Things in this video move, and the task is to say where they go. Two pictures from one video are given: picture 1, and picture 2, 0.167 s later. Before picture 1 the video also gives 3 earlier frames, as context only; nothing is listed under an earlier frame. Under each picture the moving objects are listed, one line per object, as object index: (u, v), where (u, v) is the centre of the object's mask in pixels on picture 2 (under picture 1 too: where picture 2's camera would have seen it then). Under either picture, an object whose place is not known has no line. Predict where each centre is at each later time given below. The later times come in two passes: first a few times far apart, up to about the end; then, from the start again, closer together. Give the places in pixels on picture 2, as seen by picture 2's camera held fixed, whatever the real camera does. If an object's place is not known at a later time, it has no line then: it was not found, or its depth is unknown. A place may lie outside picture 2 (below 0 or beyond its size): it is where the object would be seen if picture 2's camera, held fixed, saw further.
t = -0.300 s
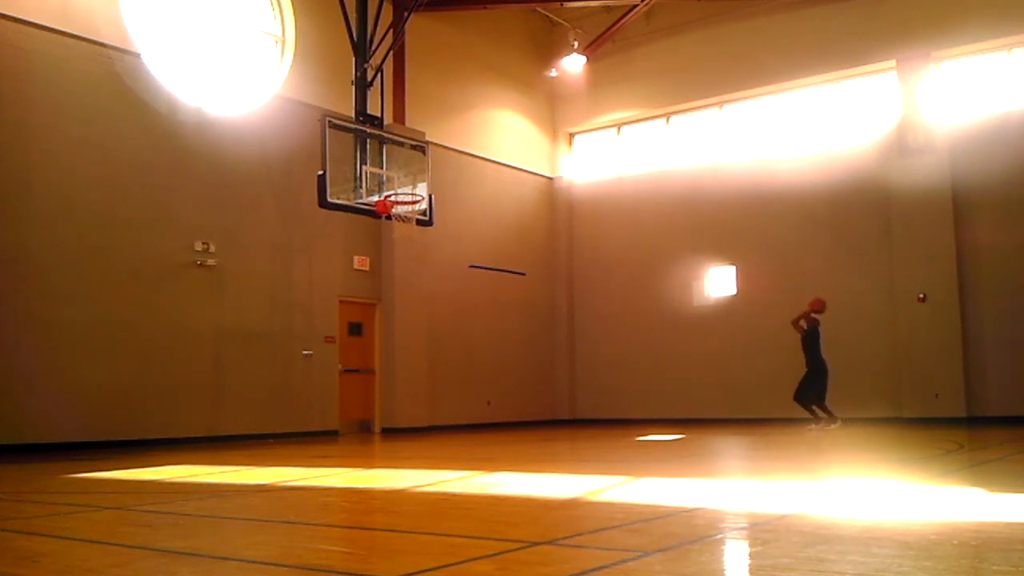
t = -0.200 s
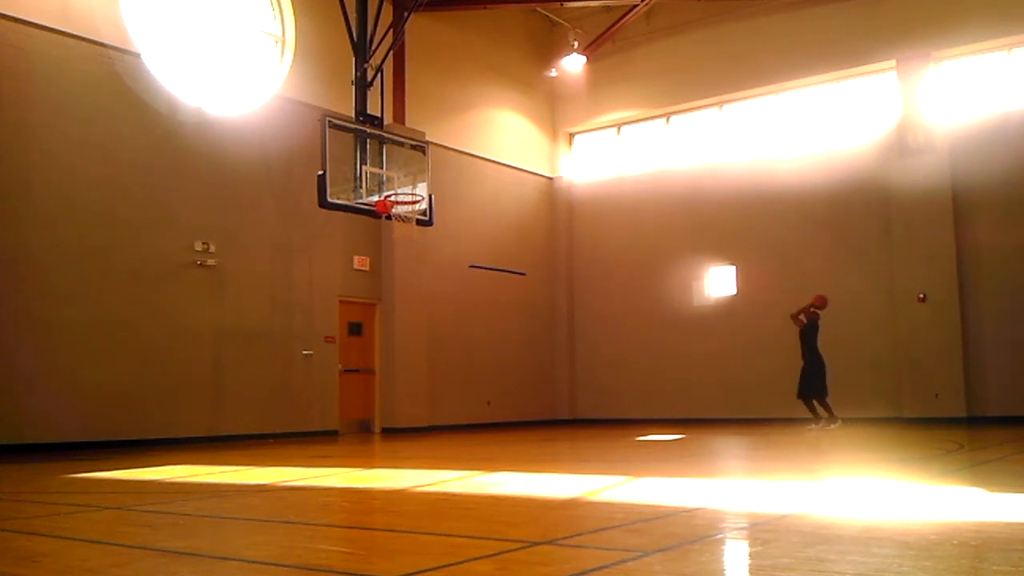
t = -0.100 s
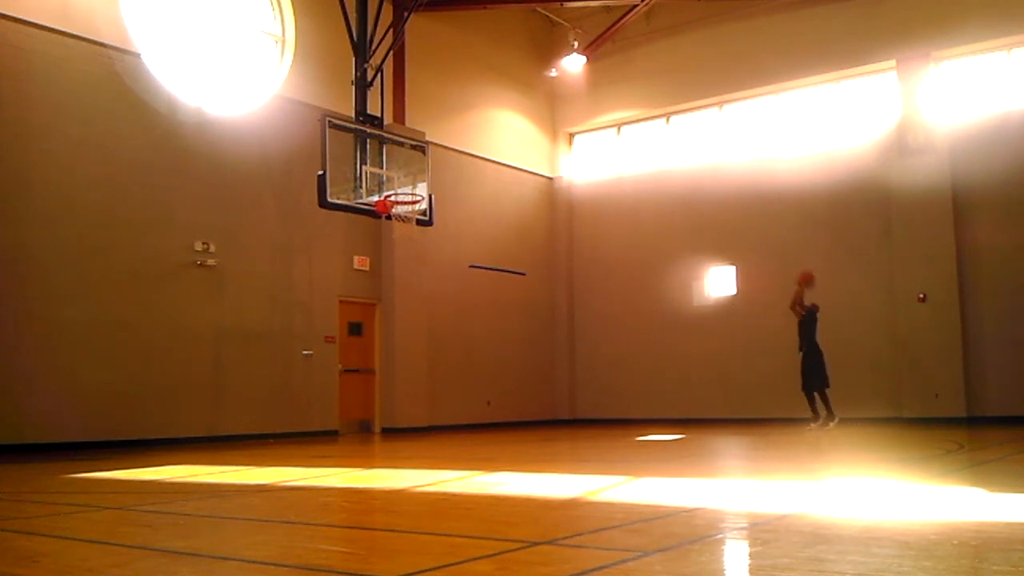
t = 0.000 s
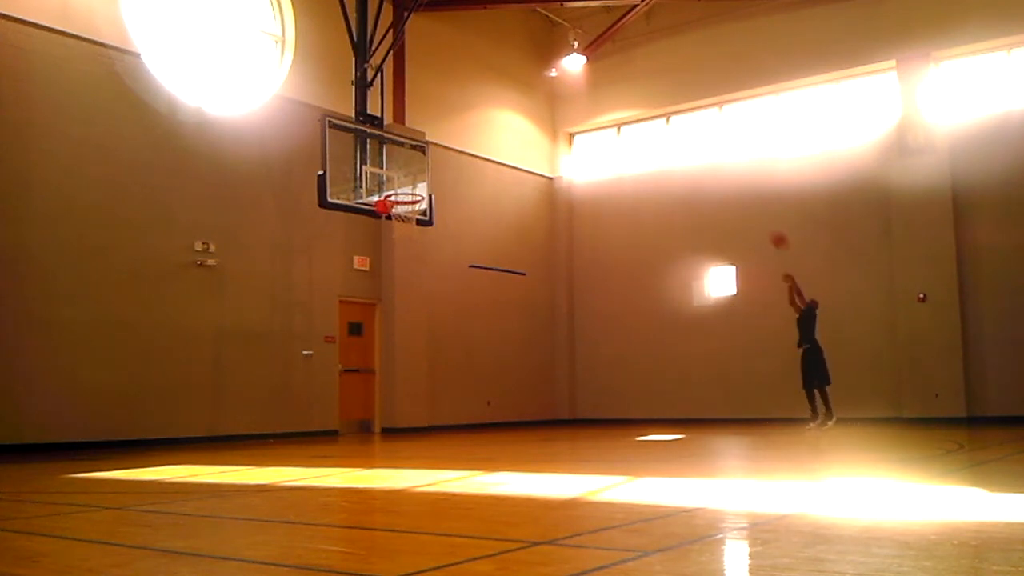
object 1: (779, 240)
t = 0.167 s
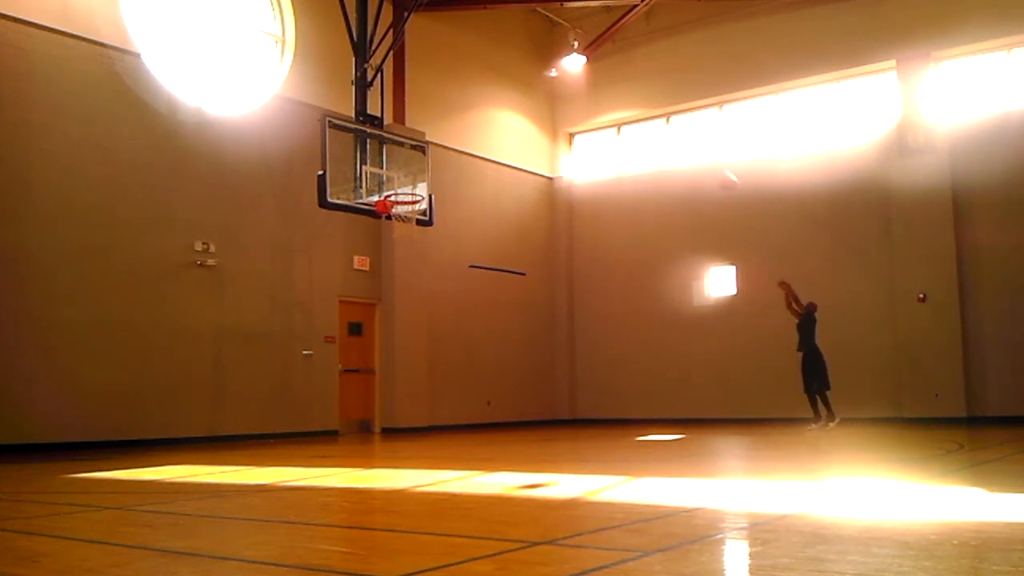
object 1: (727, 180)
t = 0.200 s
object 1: (718, 172)
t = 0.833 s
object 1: (501, 128)
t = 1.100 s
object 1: (396, 199)
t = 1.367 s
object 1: (394, 290)
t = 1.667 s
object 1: (400, 420)
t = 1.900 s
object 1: (434, 320)
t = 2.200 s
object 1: (483, 257)
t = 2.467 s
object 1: (527, 267)
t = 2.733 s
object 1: (574, 345)
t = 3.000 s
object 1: (617, 402)
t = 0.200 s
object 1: (718, 172)
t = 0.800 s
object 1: (513, 123)
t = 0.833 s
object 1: (501, 128)
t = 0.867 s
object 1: (489, 133)
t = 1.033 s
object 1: (426, 174)
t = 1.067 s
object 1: (413, 185)
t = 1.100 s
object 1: (396, 199)
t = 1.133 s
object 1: (392, 211)
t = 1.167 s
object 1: (392, 221)
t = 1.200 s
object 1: (392, 229)
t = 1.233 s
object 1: (392, 239)
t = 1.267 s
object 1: (392, 250)
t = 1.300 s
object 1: (393, 262)
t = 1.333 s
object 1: (393, 276)
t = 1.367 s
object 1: (394, 290)
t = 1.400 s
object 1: (394, 305)
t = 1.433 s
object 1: (395, 319)
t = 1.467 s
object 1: (395, 336)
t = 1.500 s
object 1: (394, 358)
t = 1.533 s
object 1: (393, 378)
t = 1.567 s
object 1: (393, 400)
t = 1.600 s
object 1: (393, 422)
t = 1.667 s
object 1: (400, 420)
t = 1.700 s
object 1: (405, 404)
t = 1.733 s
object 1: (409, 388)
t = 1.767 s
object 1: (414, 372)
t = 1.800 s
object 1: (420, 357)
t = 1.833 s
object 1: (424, 345)
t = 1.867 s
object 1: (429, 332)
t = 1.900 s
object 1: (434, 320)
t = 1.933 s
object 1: (439, 310)
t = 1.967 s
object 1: (445, 299)
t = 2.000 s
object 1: (450, 290)
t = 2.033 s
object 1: (456, 282)
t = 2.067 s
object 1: (461, 275)
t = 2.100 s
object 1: (467, 269)
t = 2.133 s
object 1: (472, 264)
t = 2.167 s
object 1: (477, 260)
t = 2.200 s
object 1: (483, 257)
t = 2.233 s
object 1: (488, 255)
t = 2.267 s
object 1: (494, 254)
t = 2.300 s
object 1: (499, 254)
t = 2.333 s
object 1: (505, 255)
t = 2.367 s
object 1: (511, 256)
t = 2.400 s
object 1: (516, 259)
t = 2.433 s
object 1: (522, 263)
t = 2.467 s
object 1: (527, 267)
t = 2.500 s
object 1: (534, 273)
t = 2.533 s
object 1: (539, 280)
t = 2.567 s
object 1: (546, 288)
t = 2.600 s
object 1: (551, 296)
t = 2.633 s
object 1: (557, 306)
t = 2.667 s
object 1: (562, 317)
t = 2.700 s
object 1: (569, 331)
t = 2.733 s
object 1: (574, 345)
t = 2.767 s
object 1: (579, 358)
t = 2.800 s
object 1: (585, 373)
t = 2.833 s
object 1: (591, 392)
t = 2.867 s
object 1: (597, 408)
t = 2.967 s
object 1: (614, 415)
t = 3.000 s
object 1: (617, 402)
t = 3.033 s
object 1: (621, 389)
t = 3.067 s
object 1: (625, 377)
